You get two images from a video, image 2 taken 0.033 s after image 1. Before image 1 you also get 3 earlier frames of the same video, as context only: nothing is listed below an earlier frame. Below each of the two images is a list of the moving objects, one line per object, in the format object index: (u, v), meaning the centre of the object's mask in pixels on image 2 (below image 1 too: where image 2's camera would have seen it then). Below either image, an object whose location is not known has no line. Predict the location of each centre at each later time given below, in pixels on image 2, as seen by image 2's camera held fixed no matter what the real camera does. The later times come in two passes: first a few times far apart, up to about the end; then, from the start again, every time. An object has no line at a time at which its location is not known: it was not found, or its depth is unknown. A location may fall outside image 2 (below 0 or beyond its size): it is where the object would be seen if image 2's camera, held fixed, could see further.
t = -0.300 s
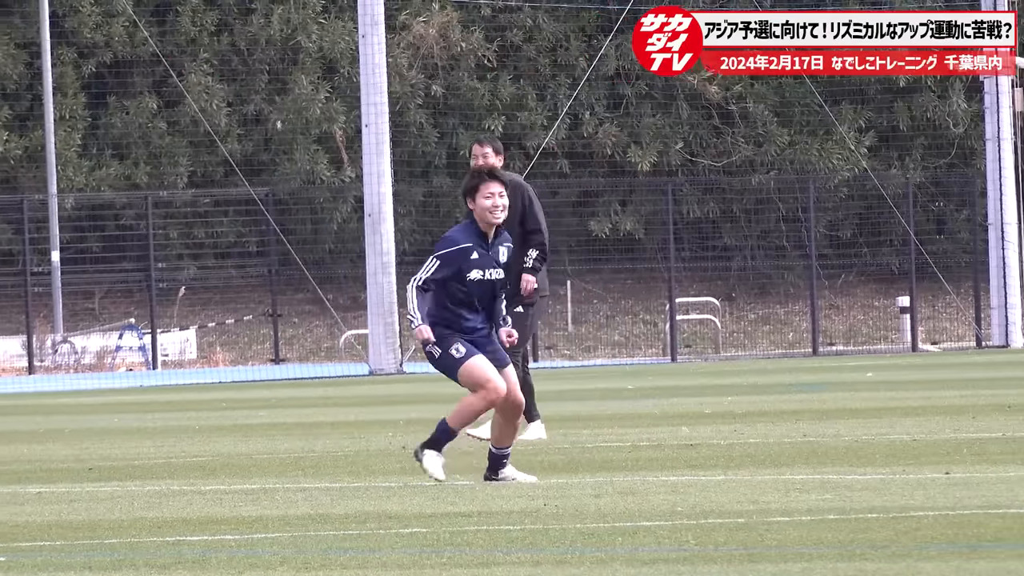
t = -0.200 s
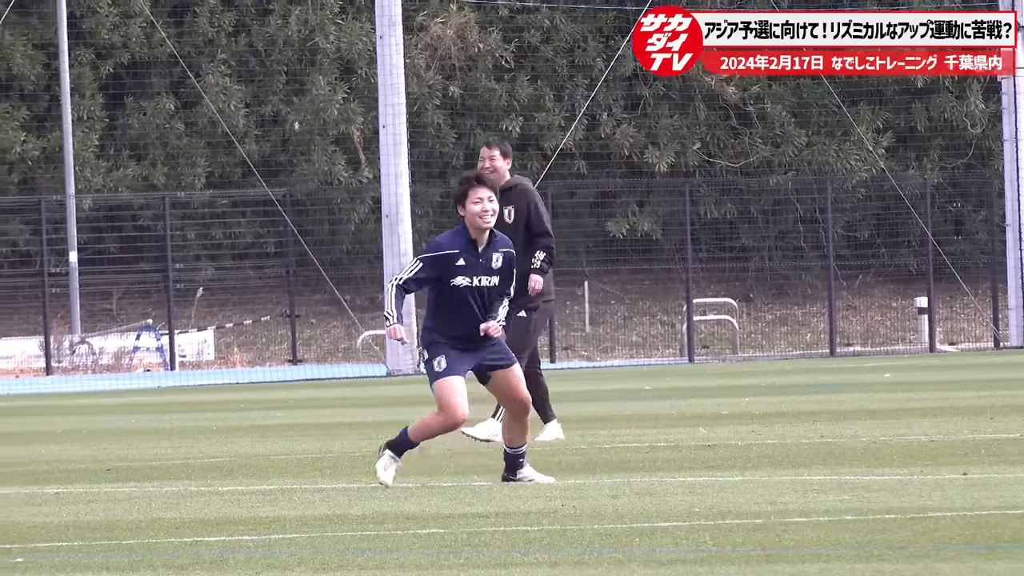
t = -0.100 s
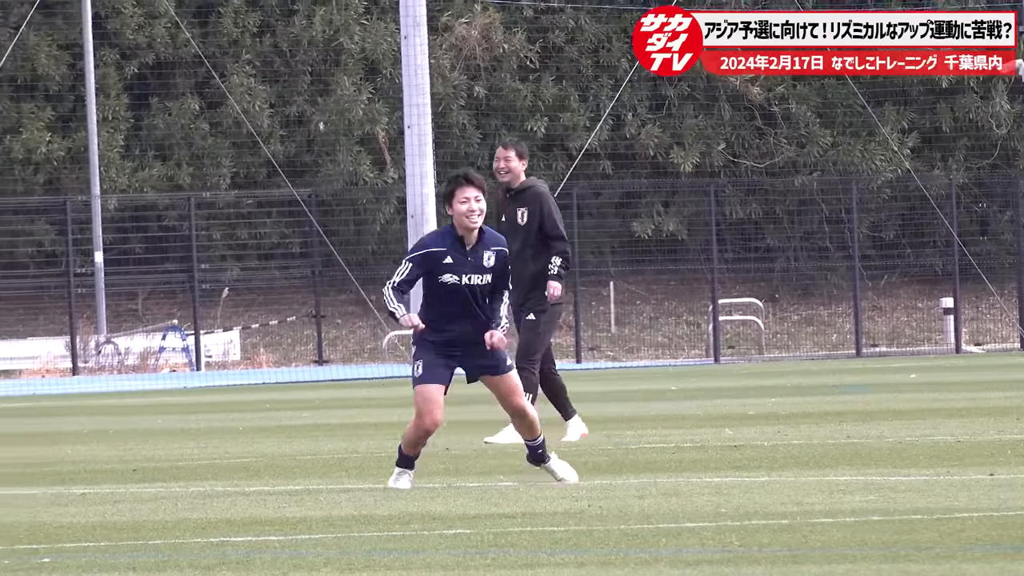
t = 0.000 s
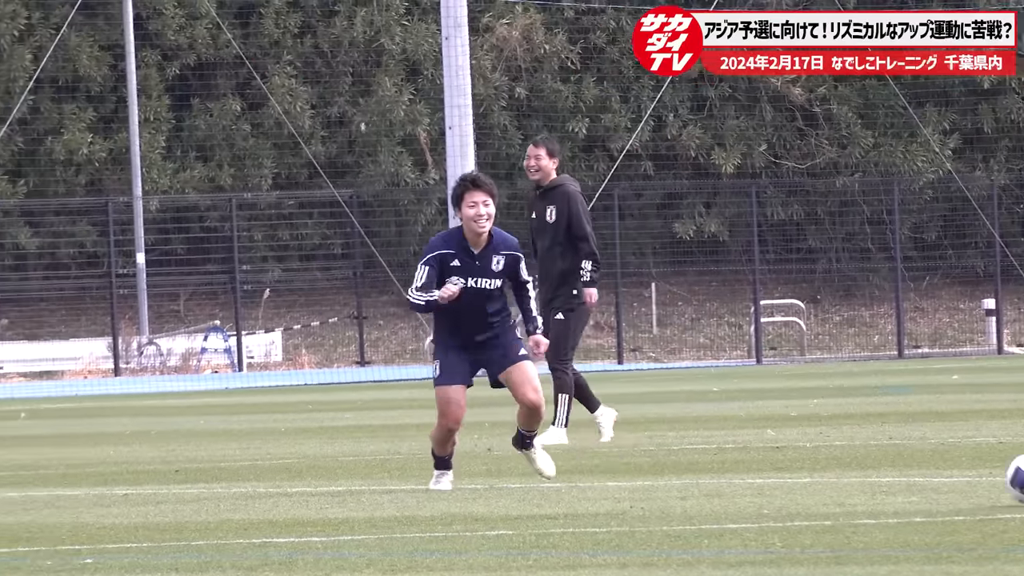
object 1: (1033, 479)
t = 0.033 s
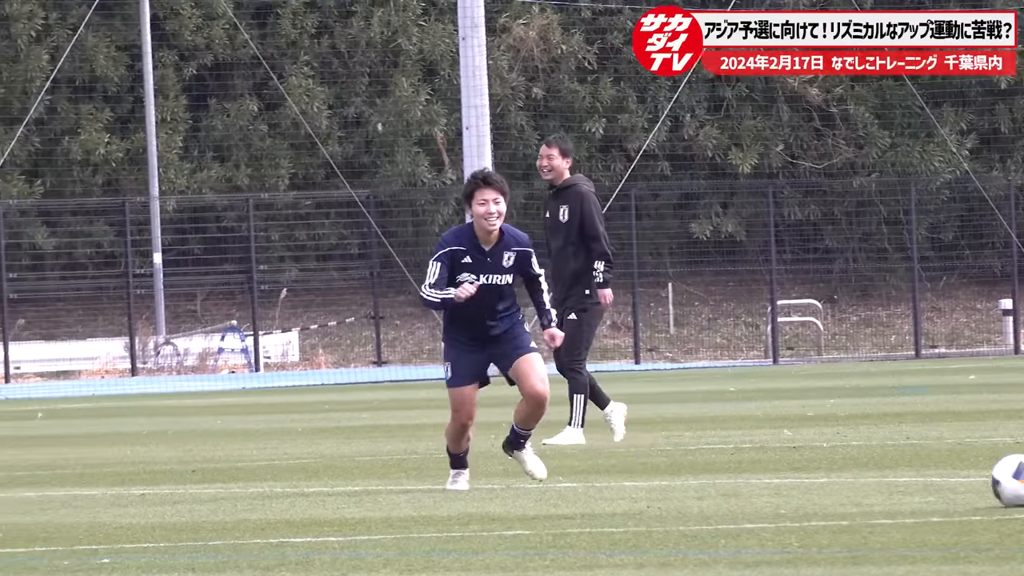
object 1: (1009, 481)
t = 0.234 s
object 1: (836, 488)
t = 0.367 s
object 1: (724, 493)
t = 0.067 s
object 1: (984, 481)
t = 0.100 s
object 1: (955, 481)
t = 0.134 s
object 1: (923, 483)
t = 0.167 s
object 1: (894, 486)
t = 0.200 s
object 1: (864, 487)
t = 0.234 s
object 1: (836, 488)
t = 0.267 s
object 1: (806, 489)
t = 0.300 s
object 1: (779, 490)
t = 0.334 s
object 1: (751, 491)
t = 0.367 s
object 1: (724, 493)
